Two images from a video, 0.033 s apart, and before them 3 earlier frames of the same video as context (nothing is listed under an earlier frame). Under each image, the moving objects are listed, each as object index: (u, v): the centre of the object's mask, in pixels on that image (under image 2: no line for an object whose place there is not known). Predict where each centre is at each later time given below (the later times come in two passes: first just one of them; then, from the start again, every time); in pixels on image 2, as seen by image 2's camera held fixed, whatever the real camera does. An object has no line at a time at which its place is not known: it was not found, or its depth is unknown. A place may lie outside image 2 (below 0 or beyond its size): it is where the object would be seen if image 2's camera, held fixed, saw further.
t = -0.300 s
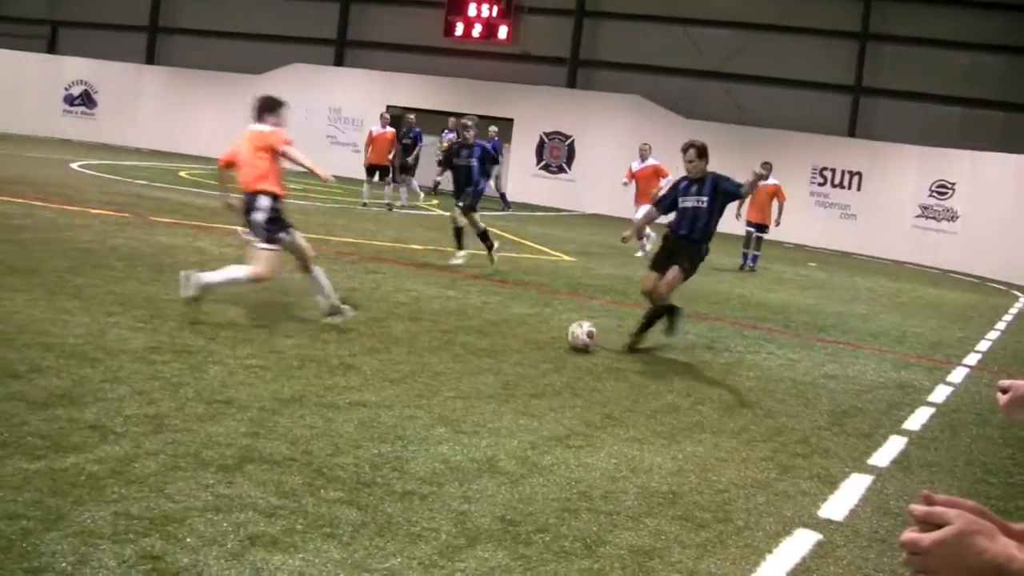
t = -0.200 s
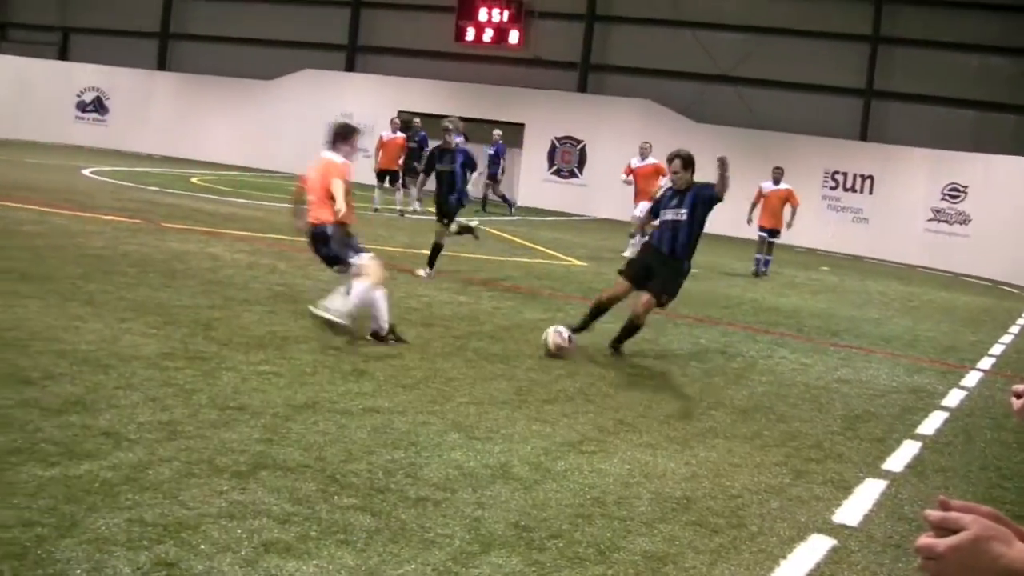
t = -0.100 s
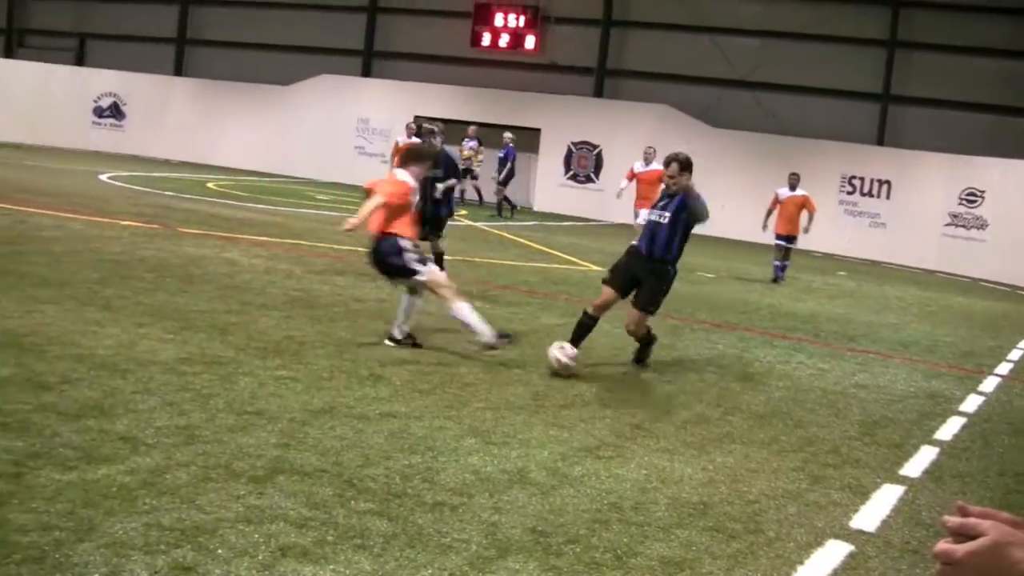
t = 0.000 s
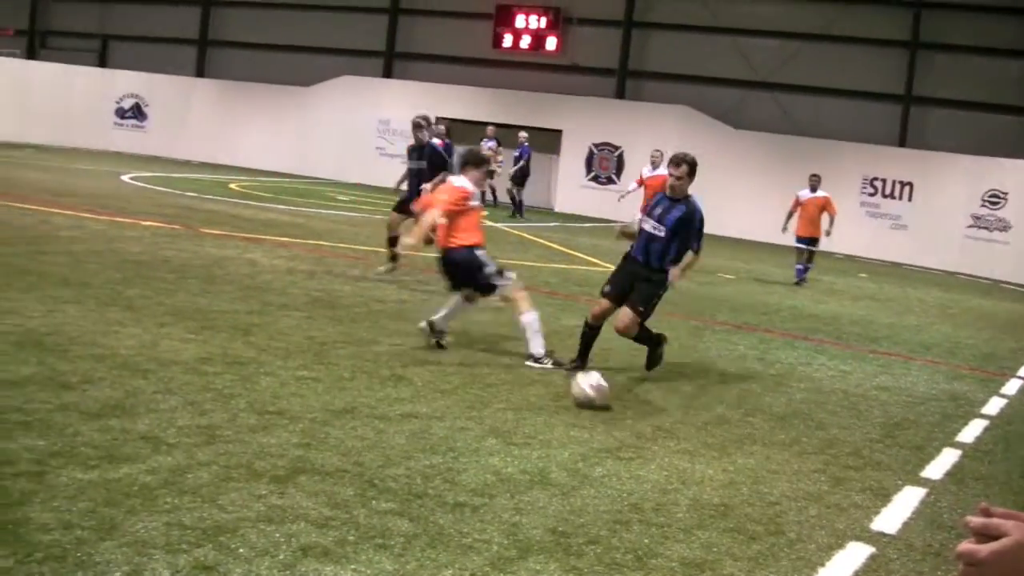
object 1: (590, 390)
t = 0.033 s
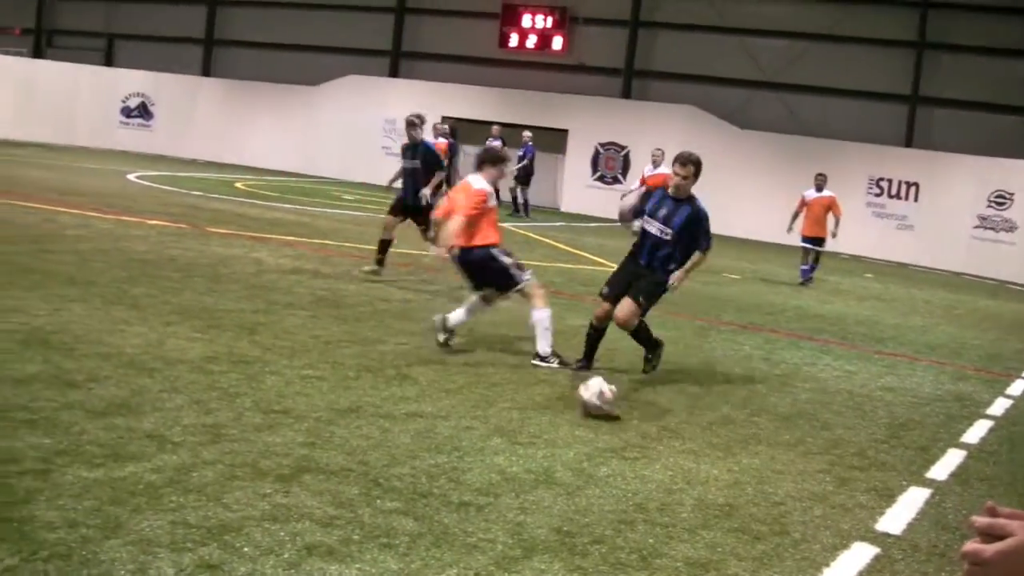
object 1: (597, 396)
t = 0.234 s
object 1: (611, 465)
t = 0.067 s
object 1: (601, 405)
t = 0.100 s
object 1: (603, 416)
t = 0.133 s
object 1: (605, 429)
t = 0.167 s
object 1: (606, 446)
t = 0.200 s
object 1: (609, 454)
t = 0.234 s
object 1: (611, 465)
